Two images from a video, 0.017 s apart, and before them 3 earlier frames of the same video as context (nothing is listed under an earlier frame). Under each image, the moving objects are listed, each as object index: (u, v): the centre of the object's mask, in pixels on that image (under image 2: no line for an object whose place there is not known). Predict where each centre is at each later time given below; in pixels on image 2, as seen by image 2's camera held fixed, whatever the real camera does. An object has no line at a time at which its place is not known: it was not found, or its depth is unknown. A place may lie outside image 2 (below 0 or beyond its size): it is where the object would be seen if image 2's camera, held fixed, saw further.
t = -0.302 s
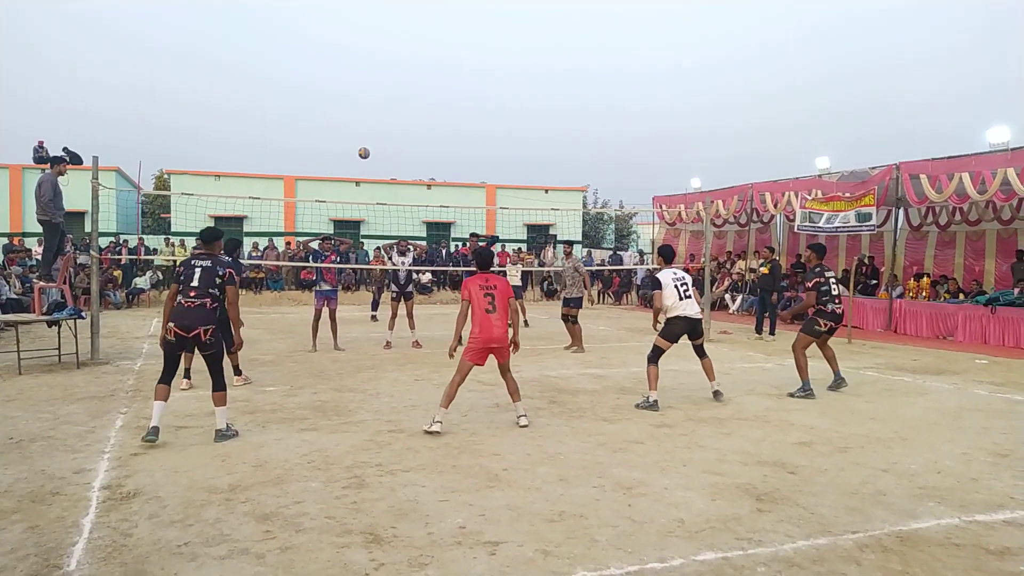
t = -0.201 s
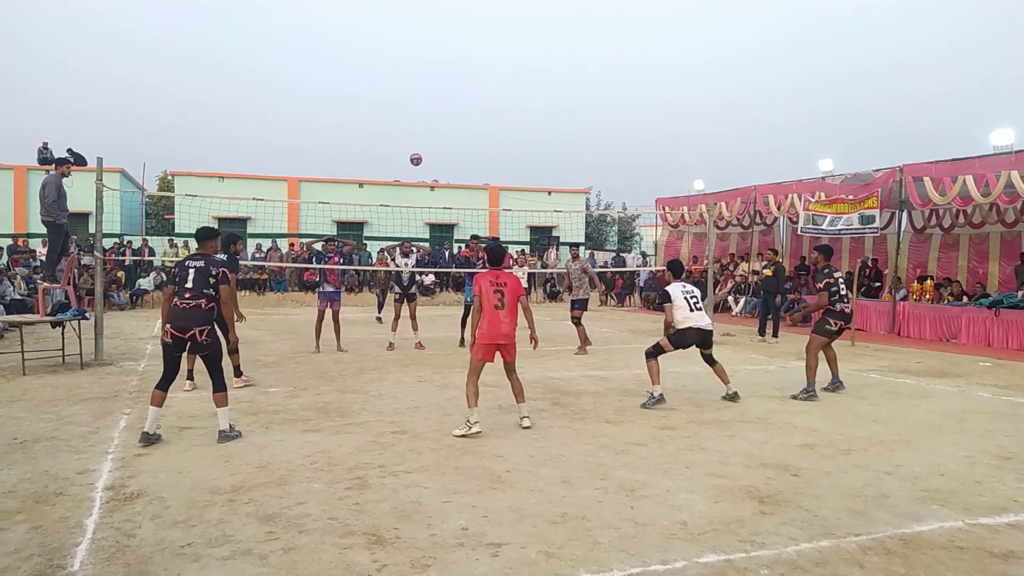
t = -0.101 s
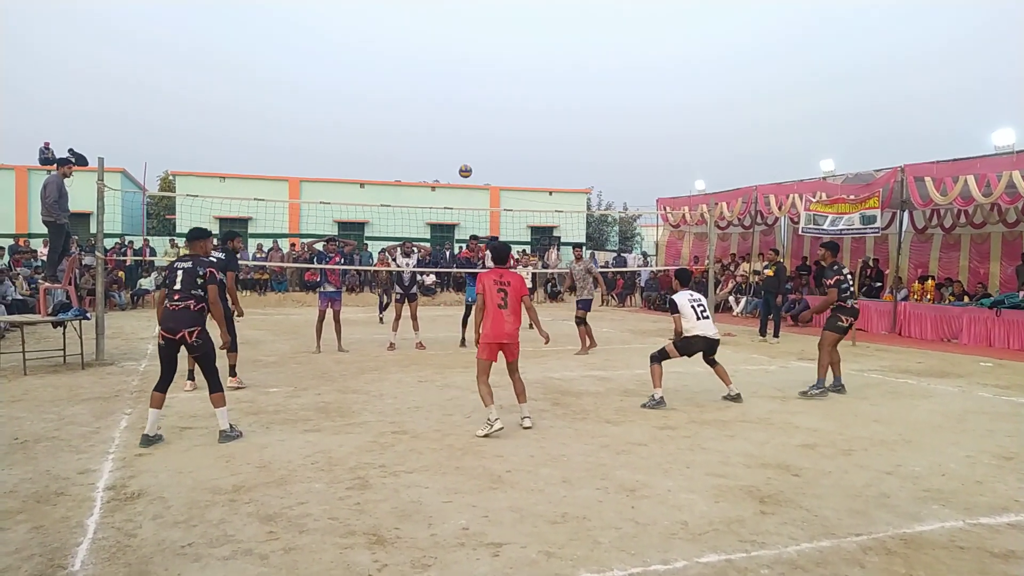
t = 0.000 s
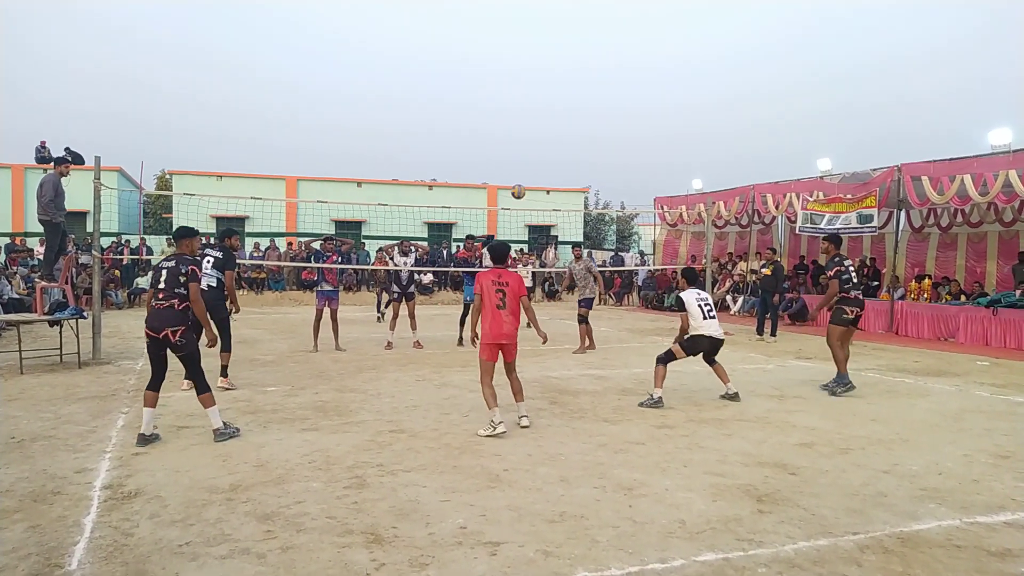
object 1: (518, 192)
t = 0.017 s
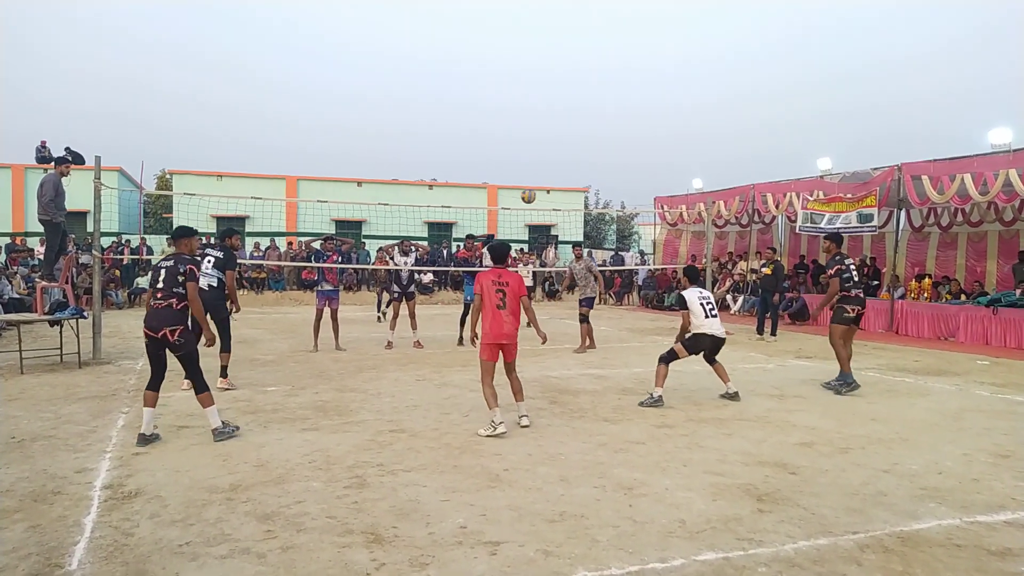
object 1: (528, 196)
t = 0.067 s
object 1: (559, 213)
